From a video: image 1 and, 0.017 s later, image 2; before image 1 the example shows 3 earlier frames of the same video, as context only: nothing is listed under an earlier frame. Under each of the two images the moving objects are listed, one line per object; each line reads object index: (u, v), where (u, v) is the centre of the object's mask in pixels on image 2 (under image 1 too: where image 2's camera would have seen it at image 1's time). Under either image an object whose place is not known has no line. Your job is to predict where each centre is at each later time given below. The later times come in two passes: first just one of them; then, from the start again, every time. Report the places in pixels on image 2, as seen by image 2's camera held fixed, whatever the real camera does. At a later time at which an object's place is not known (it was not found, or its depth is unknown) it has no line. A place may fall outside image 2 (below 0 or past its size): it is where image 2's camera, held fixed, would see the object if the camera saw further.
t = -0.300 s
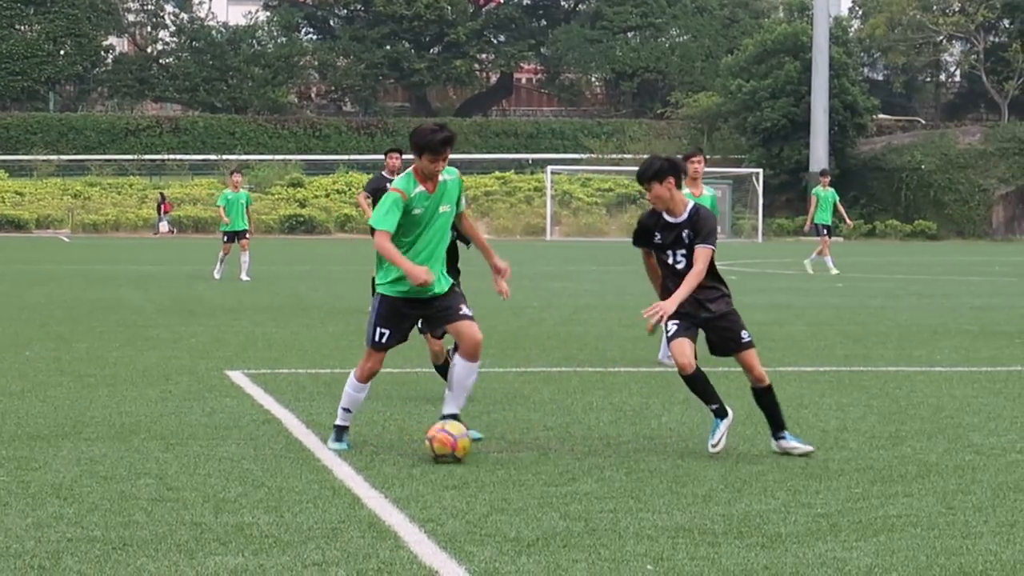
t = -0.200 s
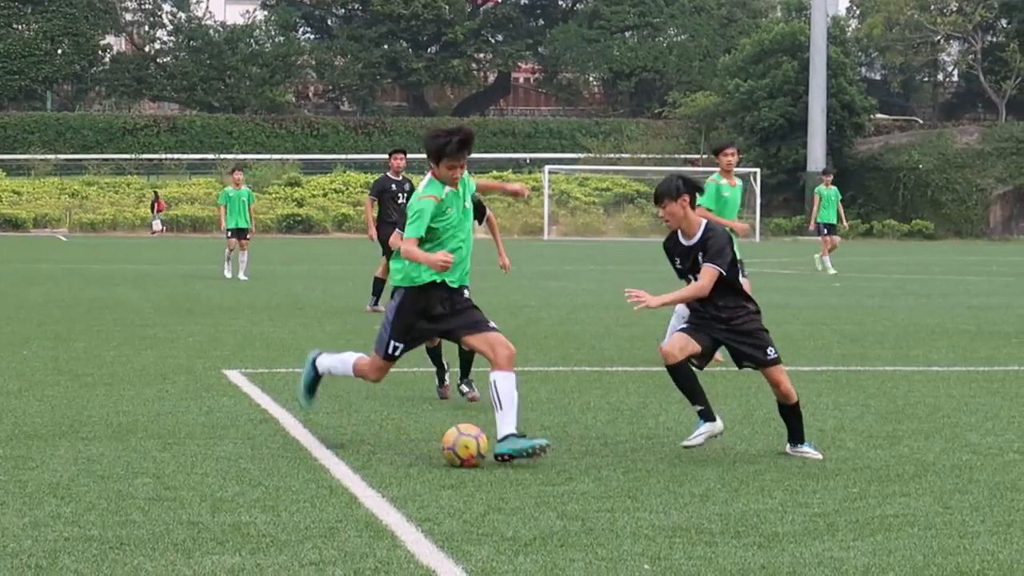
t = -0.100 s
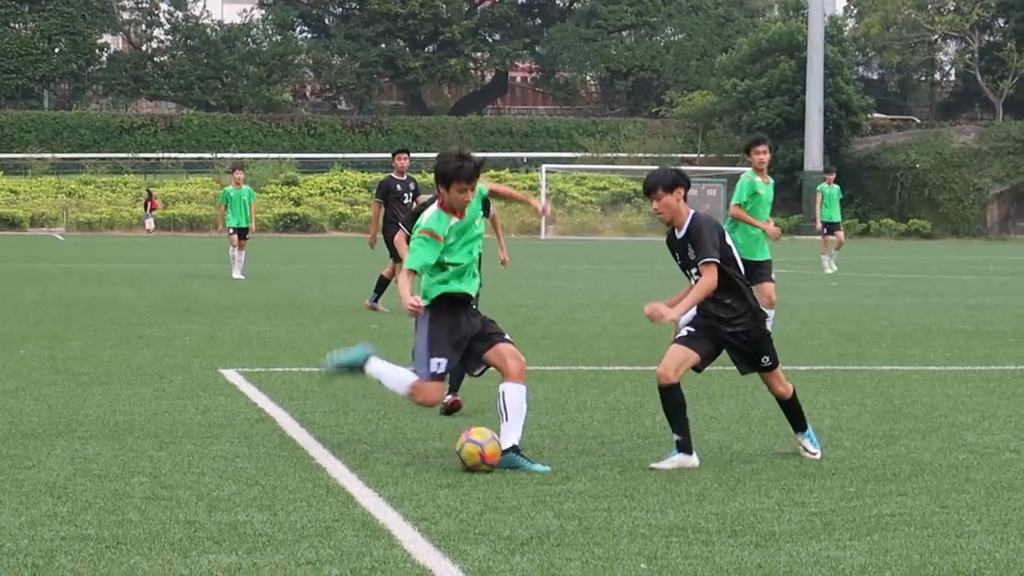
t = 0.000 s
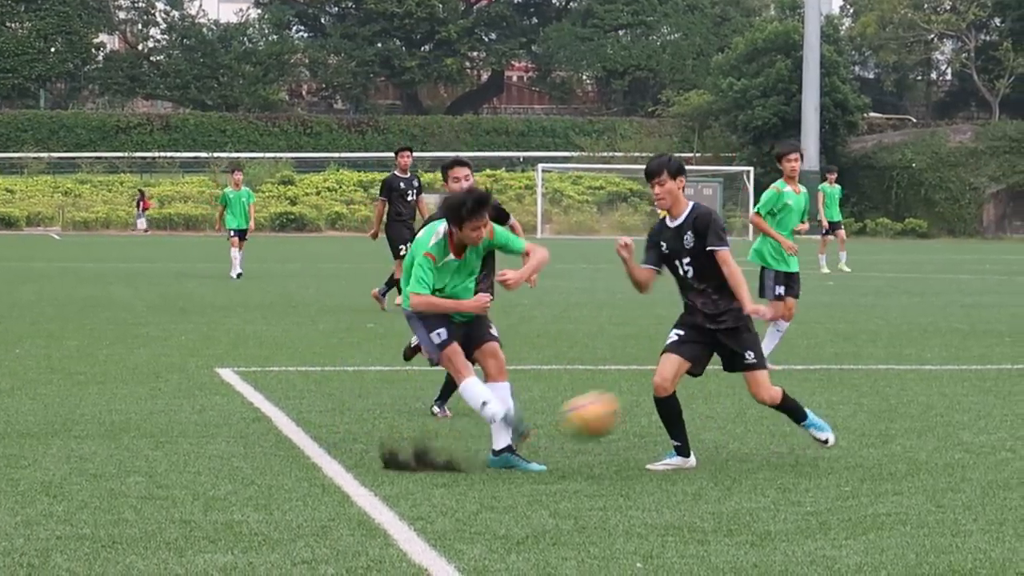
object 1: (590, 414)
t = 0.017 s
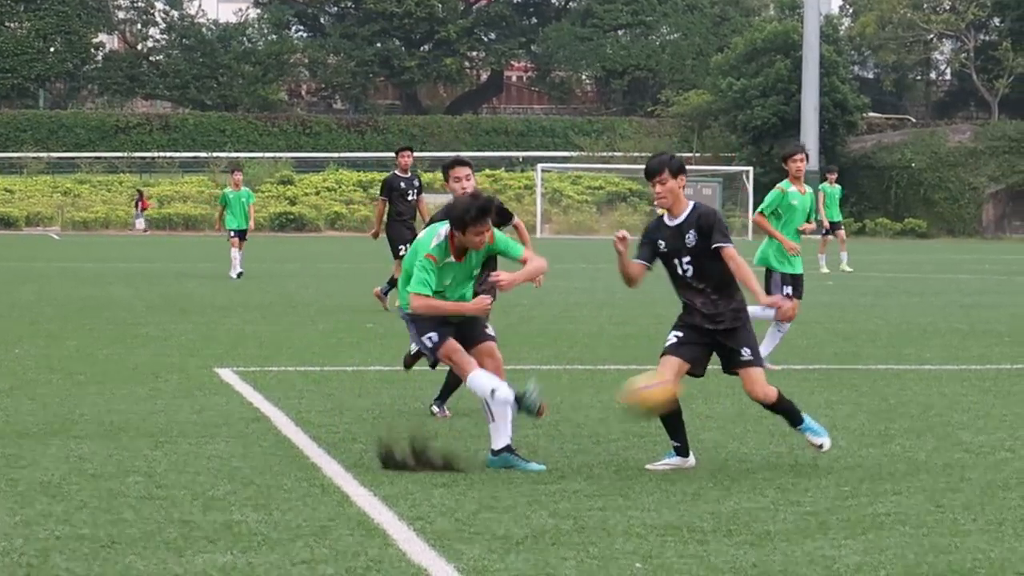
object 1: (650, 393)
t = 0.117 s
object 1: (1018, 275)
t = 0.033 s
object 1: (711, 372)
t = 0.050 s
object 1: (775, 352)
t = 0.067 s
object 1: (836, 331)
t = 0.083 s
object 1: (894, 312)
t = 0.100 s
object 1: (957, 294)
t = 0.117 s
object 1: (1018, 275)
